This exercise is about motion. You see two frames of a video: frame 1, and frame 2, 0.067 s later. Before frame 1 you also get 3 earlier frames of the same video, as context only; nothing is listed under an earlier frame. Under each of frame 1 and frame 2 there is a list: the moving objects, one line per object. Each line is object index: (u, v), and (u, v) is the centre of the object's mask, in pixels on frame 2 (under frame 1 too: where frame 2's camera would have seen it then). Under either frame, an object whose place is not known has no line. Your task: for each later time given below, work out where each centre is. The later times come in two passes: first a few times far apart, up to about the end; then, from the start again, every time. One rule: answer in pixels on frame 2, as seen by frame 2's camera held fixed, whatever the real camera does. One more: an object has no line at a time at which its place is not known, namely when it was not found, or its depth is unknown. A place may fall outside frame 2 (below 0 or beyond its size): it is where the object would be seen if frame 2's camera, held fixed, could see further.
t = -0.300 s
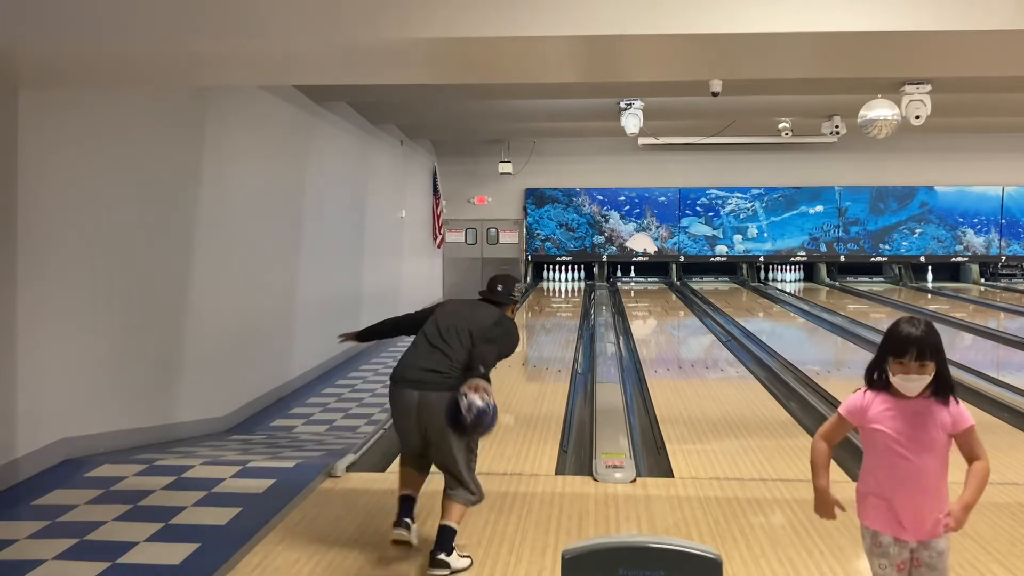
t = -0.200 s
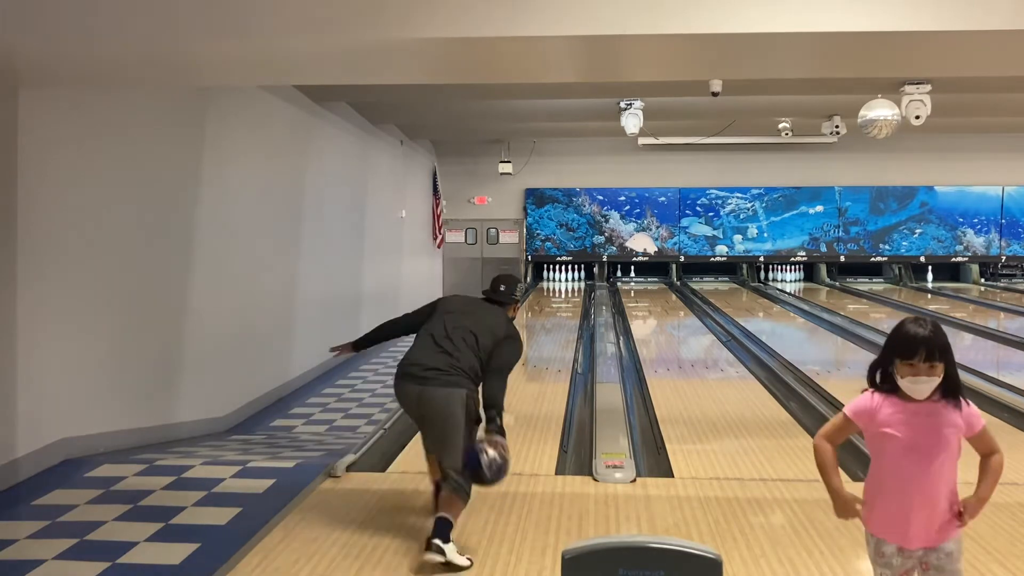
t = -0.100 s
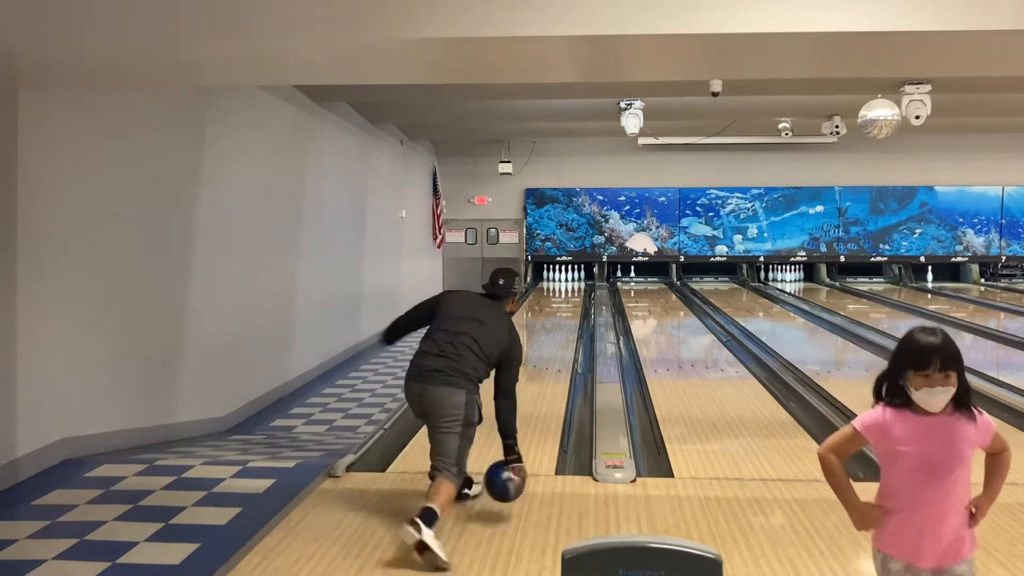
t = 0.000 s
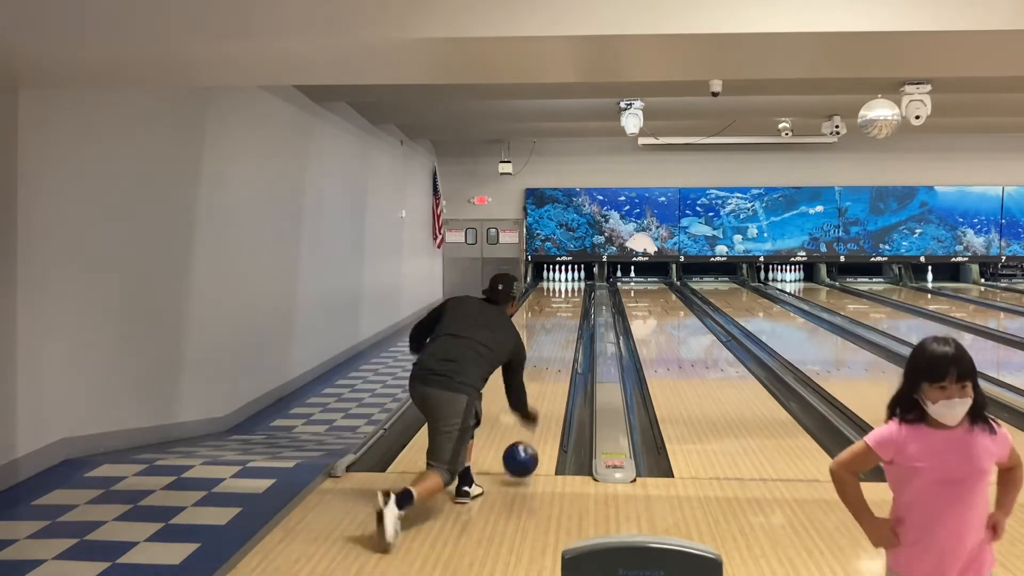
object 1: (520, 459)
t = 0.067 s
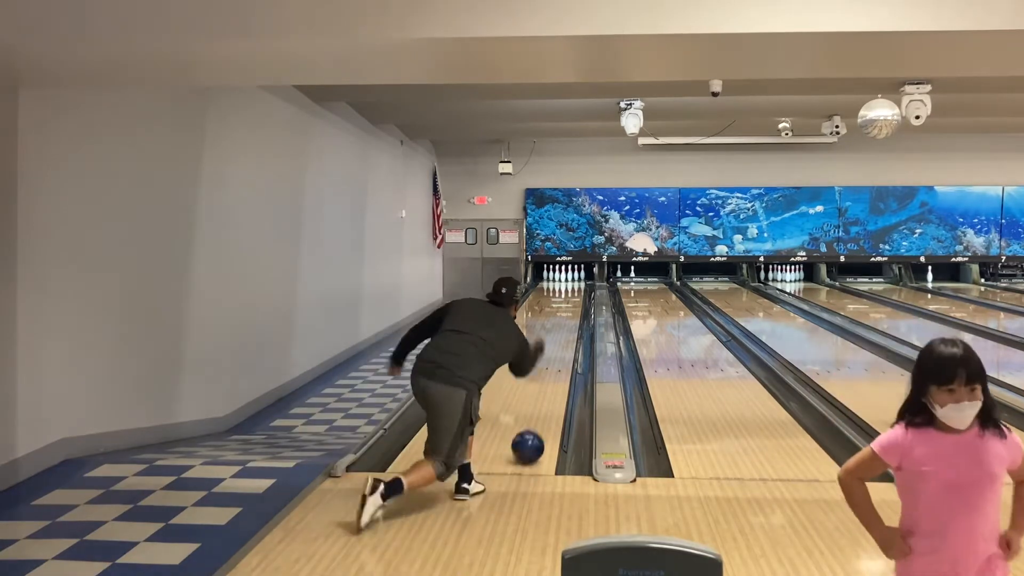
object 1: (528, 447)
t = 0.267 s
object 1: (543, 402)
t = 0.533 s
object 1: (555, 363)
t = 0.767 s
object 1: (561, 341)
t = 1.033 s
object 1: (566, 322)
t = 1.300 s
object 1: (569, 308)
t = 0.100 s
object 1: (531, 438)
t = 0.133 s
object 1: (534, 430)
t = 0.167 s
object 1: (536, 422)
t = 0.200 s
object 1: (541, 416)
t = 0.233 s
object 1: (541, 408)
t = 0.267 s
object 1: (543, 402)
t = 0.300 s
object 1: (545, 396)
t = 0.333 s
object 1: (547, 390)
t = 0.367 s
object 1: (548, 385)
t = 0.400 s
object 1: (550, 380)
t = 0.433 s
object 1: (551, 375)
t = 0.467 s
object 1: (553, 371)
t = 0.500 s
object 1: (554, 367)
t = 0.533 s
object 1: (555, 363)
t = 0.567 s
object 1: (556, 359)
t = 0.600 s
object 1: (557, 356)
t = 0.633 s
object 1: (558, 352)
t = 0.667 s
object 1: (559, 349)
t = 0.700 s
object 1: (560, 346)
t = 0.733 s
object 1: (560, 343)
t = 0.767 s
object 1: (561, 341)
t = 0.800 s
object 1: (562, 338)
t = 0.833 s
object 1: (563, 335)
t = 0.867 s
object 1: (563, 333)
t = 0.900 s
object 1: (564, 331)
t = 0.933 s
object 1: (564, 328)
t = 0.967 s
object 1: (565, 326)
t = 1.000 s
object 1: (565, 324)
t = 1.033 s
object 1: (566, 322)
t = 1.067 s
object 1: (566, 320)
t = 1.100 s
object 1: (567, 318)
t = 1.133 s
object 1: (567, 317)
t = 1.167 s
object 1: (567, 315)
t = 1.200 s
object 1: (567, 313)
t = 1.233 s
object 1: (568, 311)
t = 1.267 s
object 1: (568, 310)
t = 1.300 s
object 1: (569, 308)
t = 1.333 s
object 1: (569, 307)
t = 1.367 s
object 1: (569, 306)
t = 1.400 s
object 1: (569, 304)
